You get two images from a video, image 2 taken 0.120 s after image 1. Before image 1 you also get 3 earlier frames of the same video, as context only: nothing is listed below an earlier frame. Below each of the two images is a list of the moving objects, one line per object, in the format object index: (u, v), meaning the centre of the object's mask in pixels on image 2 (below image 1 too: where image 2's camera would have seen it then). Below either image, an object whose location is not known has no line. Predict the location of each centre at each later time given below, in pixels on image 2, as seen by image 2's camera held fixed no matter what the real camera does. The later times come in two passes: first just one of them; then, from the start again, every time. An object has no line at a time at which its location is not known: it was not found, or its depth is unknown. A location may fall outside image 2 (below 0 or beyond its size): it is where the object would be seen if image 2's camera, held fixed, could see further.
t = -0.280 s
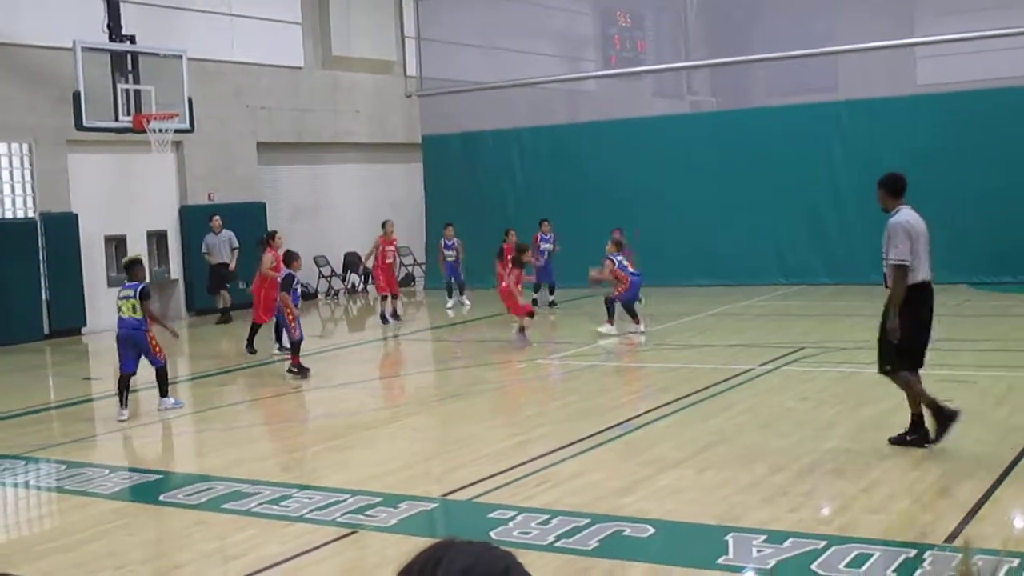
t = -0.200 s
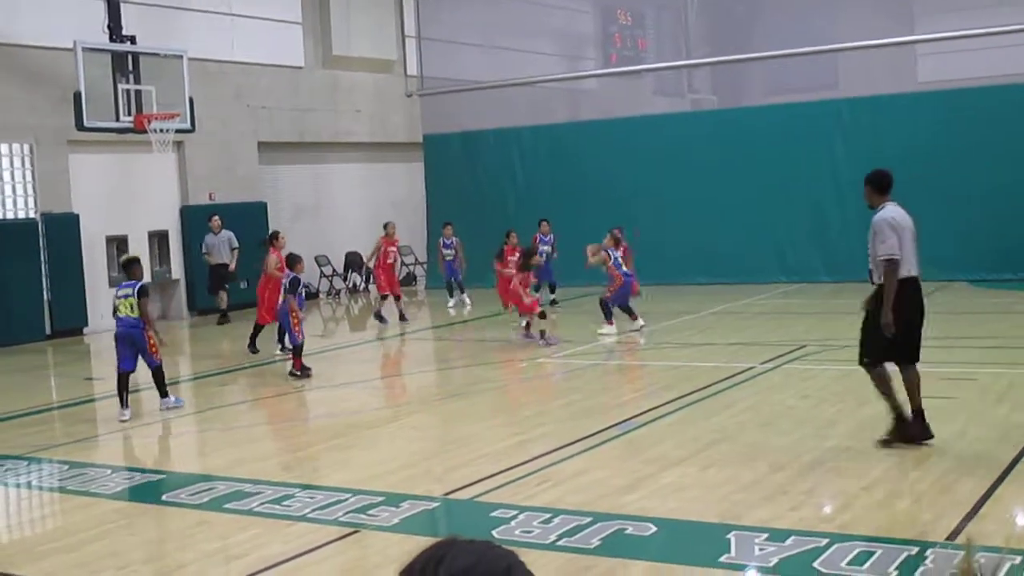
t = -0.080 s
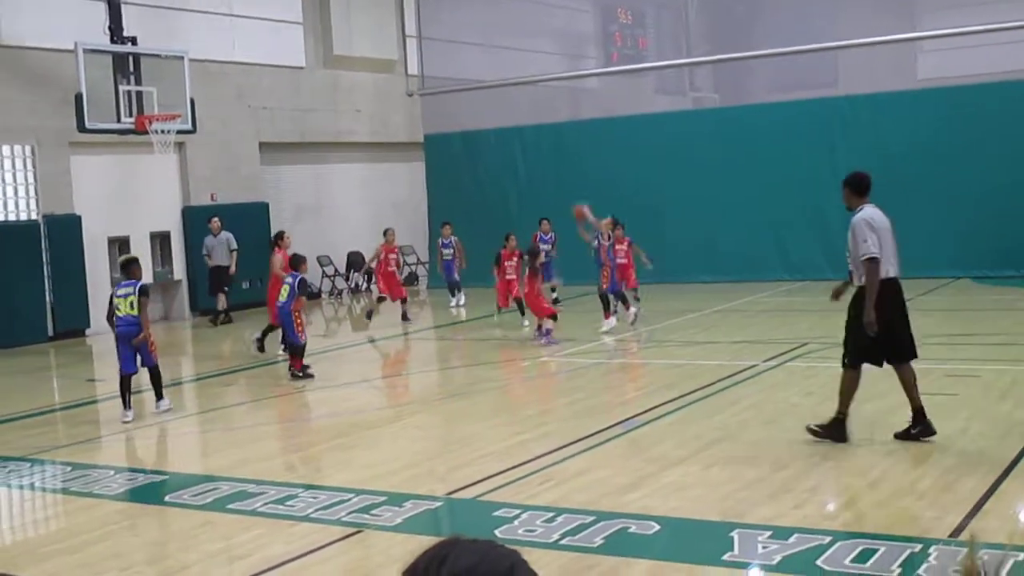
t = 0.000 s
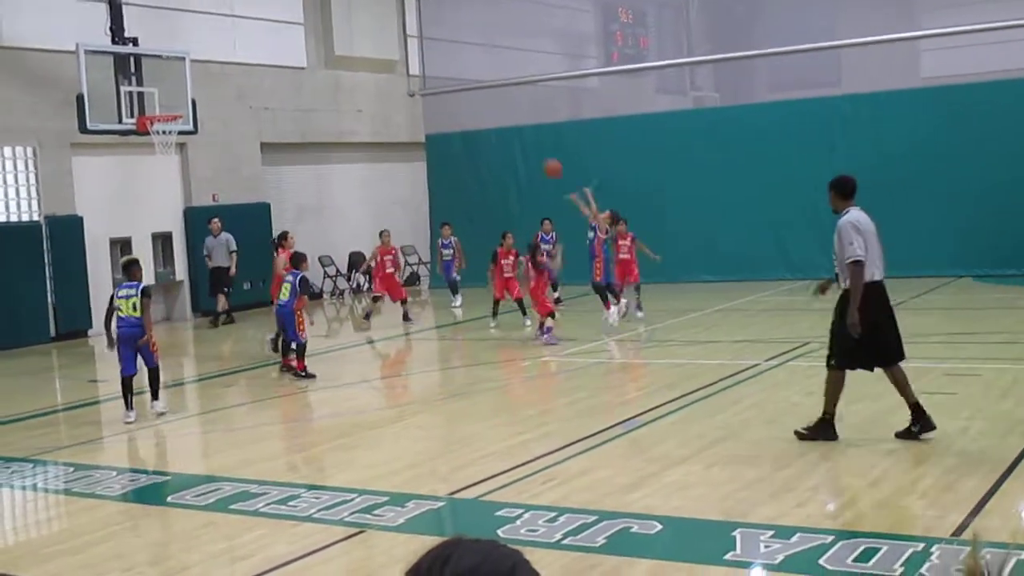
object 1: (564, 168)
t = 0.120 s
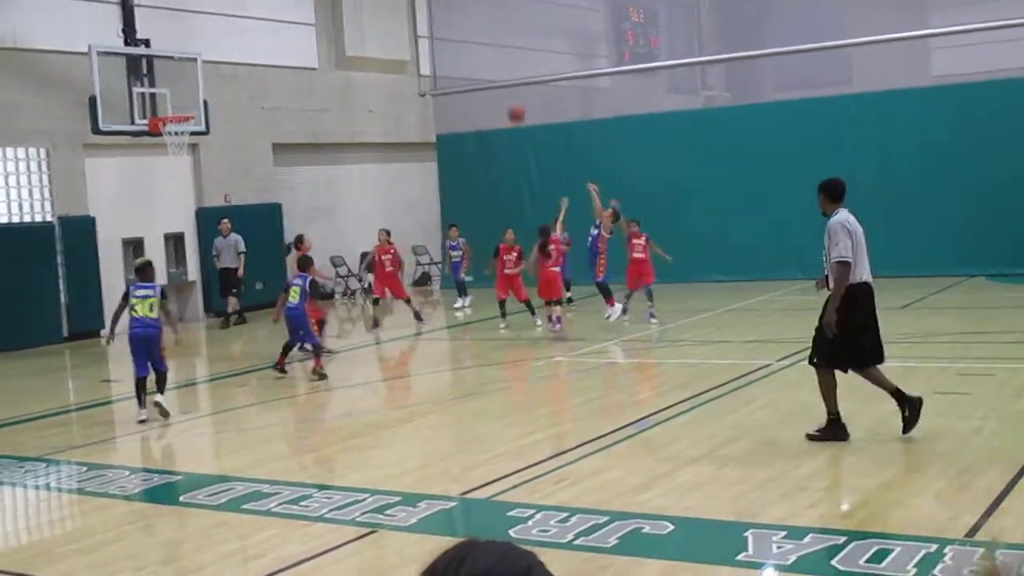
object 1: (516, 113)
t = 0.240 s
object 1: (473, 71)
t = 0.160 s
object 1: (502, 98)
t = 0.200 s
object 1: (487, 84)
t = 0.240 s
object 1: (473, 71)
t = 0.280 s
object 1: (460, 60)
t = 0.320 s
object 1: (446, 49)
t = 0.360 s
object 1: (432, 40)
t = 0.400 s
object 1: (419, 33)
